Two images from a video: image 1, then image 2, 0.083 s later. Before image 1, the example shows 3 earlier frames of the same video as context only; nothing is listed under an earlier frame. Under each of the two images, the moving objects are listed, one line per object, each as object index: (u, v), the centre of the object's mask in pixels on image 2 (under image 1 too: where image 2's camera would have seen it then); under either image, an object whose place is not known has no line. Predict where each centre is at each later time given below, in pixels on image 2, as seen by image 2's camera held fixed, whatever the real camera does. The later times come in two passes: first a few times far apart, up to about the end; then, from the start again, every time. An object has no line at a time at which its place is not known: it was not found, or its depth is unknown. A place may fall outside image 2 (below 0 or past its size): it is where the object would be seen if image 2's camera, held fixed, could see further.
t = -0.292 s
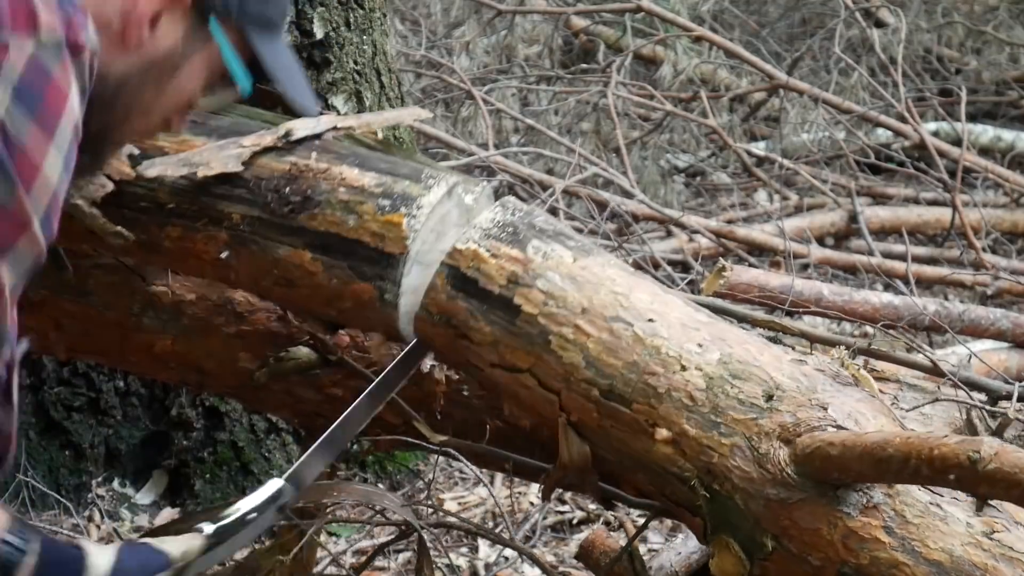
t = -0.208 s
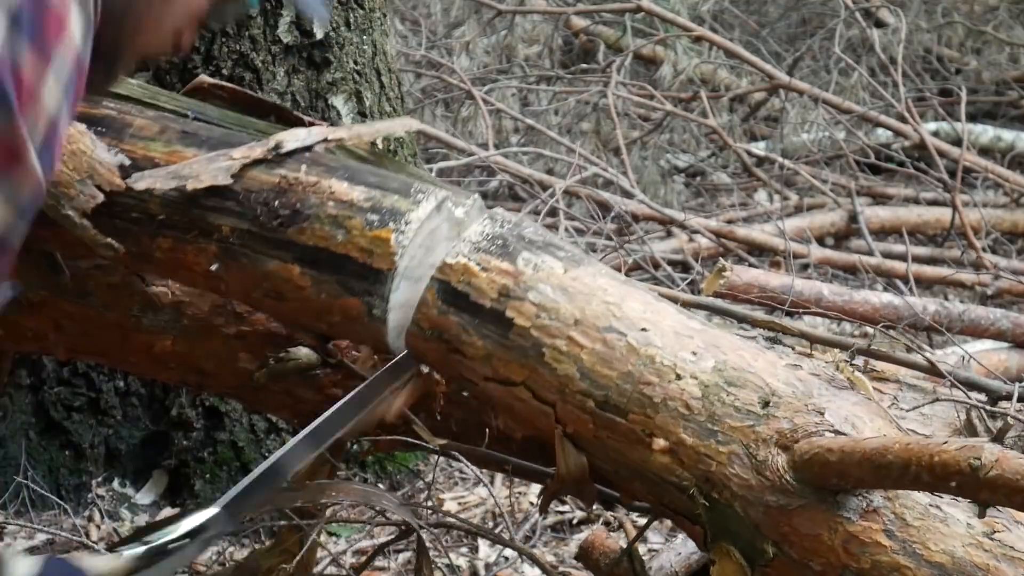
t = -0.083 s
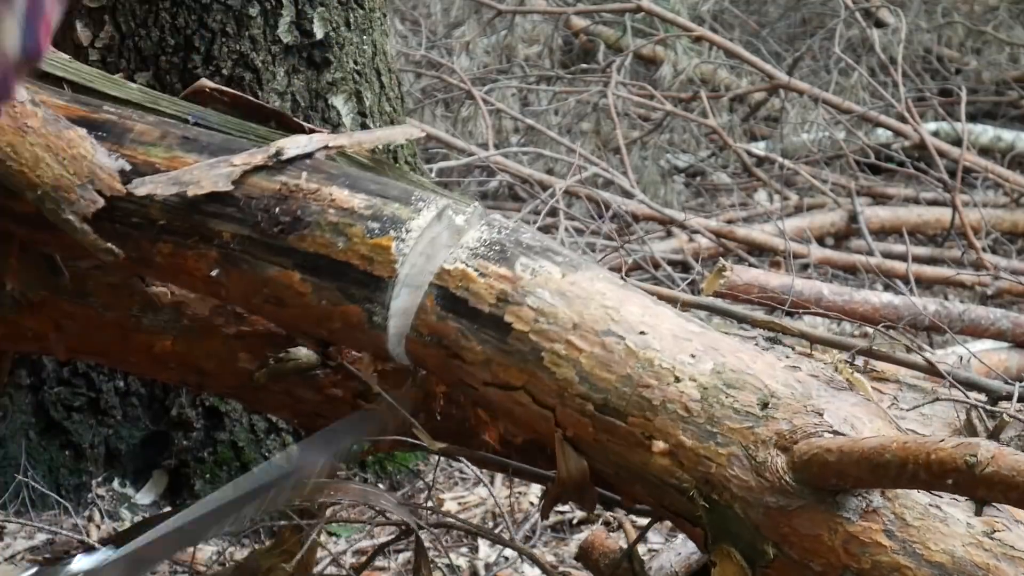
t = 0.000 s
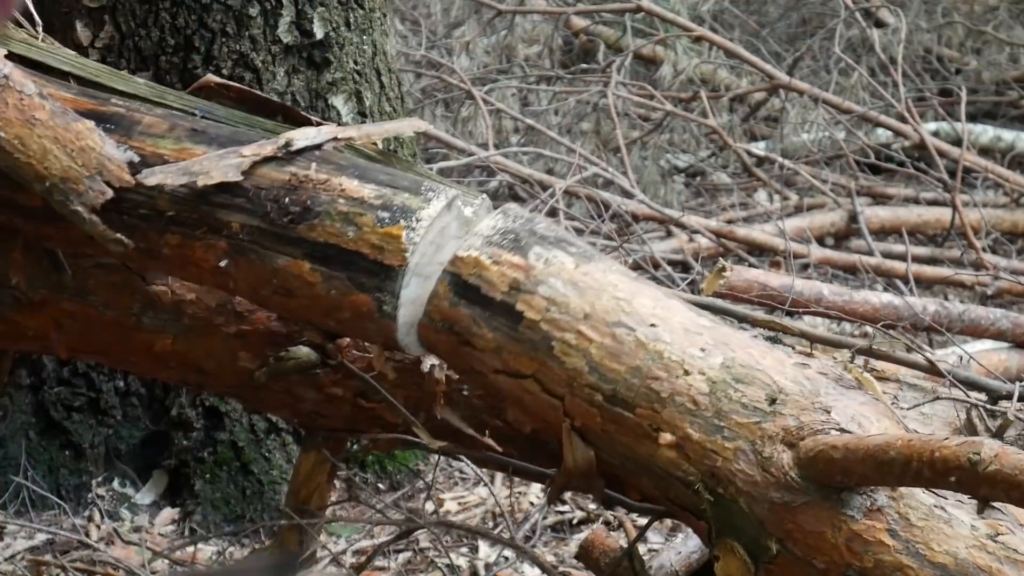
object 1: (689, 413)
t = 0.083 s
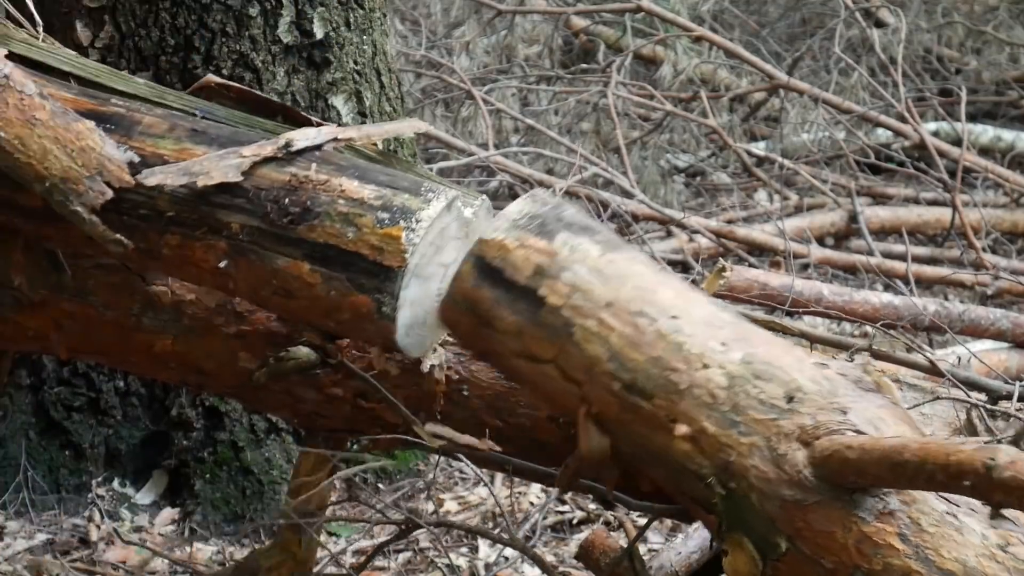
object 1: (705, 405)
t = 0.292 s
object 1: (744, 387)
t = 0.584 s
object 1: (744, 388)
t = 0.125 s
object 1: (715, 398)
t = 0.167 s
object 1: (727, 390)
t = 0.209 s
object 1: (737, 386)
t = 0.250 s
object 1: (742, 387)
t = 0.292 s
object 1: (744, 387)
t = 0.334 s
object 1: (743, 387)
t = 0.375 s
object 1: (744, 387)
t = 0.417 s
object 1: (744, 388)
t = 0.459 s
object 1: (744, 388)
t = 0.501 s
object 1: (744, 387)
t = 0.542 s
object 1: (744, 387)
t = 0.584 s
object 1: (744, 388)
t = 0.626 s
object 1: (744, 387)
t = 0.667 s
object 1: (743, 387)
